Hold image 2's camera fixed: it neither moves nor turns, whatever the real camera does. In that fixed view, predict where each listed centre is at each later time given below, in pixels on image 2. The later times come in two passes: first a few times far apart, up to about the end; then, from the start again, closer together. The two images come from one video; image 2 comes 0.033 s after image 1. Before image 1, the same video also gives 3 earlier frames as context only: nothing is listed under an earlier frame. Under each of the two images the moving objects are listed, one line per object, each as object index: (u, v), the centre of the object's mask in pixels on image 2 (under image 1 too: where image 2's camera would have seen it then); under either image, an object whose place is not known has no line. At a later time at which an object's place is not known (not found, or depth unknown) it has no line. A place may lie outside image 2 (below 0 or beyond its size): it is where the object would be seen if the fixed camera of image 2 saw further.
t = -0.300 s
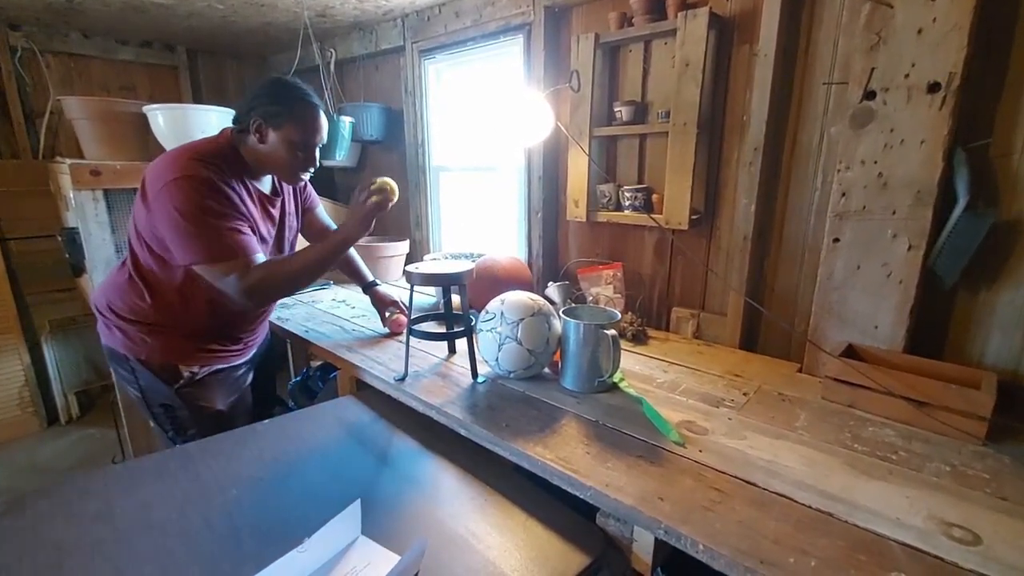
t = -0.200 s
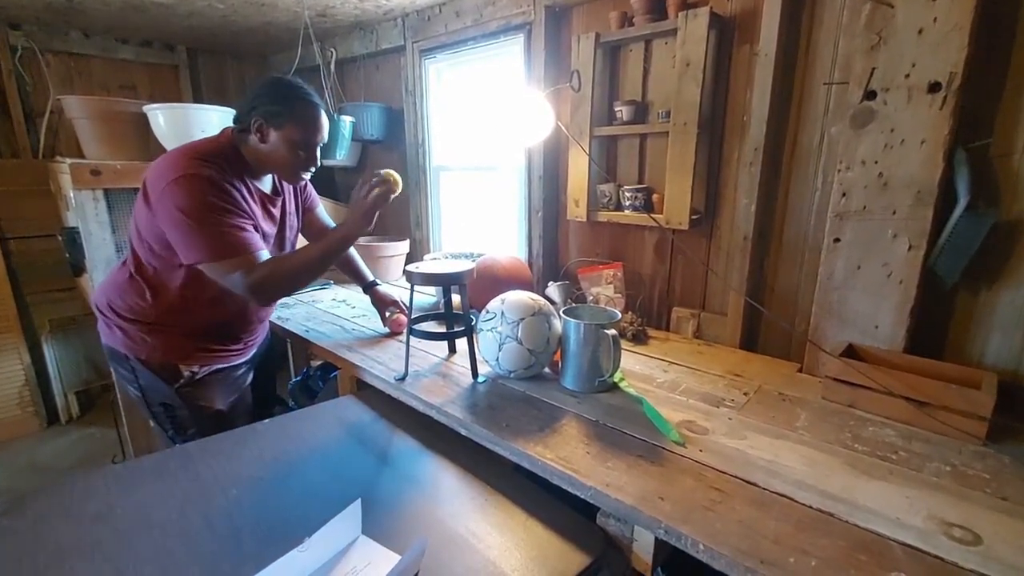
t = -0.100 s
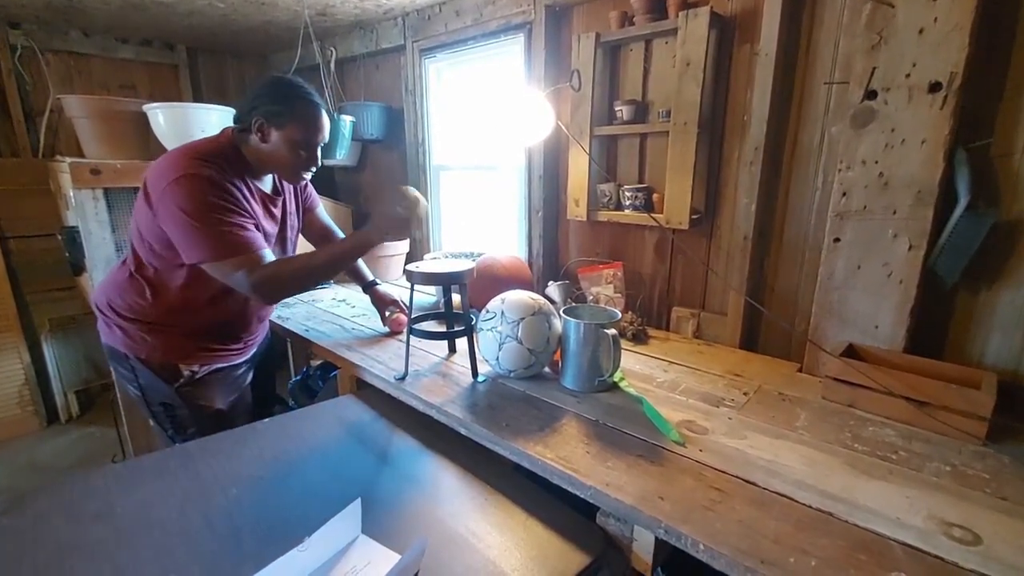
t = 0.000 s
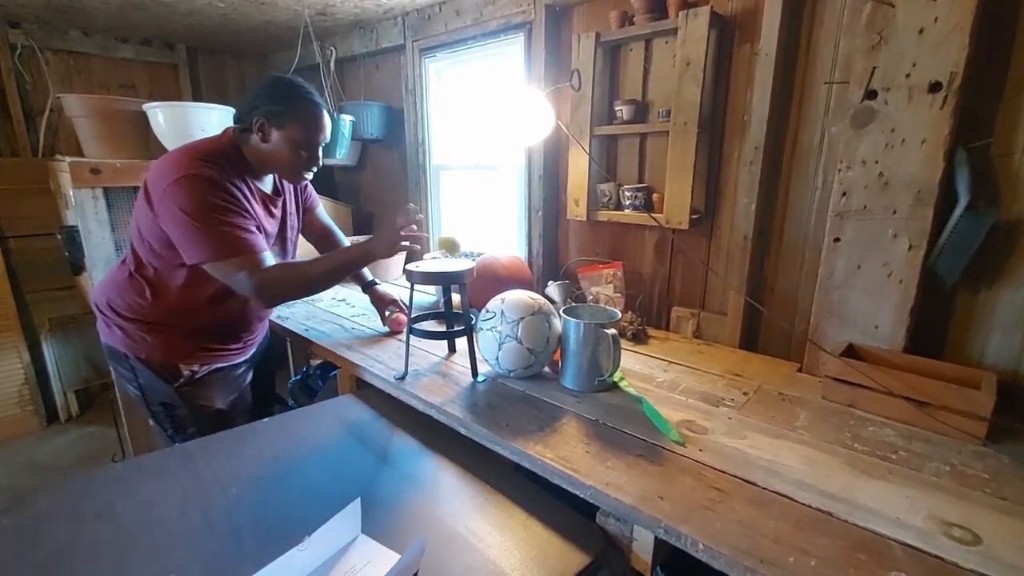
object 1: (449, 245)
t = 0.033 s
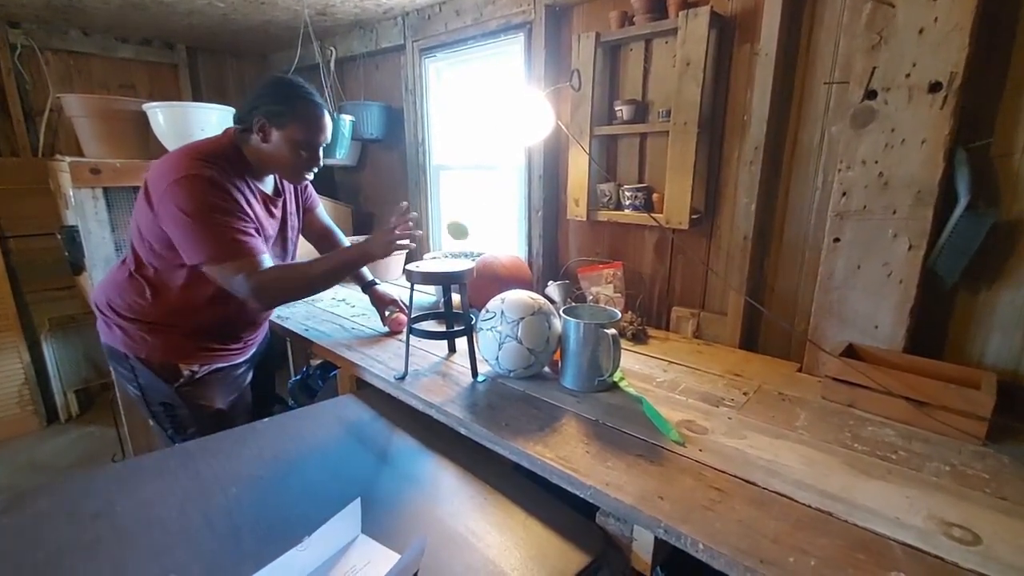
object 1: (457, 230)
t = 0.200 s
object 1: (500, 225)
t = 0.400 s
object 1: (564, 268)
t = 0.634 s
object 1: (653, 298)
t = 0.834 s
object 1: (719, 357)
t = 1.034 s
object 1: (780, 355)
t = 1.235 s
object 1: (842, 372)
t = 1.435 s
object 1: (896, 412)
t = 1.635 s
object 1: (938, 431)
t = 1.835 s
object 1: (946, 433)
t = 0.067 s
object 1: (466, 221)
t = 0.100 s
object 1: (474, 215)
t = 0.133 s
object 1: (483, 214)
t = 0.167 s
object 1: (491, 217)
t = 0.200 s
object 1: (500, 225)
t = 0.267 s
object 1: (519, 256)
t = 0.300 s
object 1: (526, 274)
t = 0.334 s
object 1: (538, 275)
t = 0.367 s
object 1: (550, 269)
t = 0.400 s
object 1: (564, 268)
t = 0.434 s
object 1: (576, 269)
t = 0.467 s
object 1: (589, 277)
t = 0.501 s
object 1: (602, 287)
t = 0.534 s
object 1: (617, 296)
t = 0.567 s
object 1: (629, 293)
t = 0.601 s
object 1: (640, 293)
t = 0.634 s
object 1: (653, 298)
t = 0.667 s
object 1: (664, 306)
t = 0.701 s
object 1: (676, 319)
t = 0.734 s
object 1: (685, 336)
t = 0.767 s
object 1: (697, 359)
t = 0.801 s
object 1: (709, 371)
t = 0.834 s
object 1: (719, 357)
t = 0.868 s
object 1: (730, 345)
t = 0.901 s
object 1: (741, 339)
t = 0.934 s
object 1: (752, 337)
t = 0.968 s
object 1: (764, 338)
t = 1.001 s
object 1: (771, 344)
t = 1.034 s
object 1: (780, 355)
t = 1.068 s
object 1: (787, 368)
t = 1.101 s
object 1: (796, 388)
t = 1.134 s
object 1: (807, 381)
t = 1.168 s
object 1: (820, 373)
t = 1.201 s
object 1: (832, 370)
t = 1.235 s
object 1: (842, 372)
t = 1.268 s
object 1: (852, 377)
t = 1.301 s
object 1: (860, 389)
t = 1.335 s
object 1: (864, 402)
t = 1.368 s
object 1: (872, 401)
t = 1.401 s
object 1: (890, 403)
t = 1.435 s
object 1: (896, 412)
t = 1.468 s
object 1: (904, 417)
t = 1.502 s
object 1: (912, 418)
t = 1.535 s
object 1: (920, 422)
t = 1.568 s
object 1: (927, 426)
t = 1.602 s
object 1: (932, 428)
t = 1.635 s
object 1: (938, 431)
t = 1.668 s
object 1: (942, 432)
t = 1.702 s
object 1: (944, 433)
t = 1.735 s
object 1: (945, 433)
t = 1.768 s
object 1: (945, 433)
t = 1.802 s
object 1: (946, 433)
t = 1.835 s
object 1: (946, 433)
